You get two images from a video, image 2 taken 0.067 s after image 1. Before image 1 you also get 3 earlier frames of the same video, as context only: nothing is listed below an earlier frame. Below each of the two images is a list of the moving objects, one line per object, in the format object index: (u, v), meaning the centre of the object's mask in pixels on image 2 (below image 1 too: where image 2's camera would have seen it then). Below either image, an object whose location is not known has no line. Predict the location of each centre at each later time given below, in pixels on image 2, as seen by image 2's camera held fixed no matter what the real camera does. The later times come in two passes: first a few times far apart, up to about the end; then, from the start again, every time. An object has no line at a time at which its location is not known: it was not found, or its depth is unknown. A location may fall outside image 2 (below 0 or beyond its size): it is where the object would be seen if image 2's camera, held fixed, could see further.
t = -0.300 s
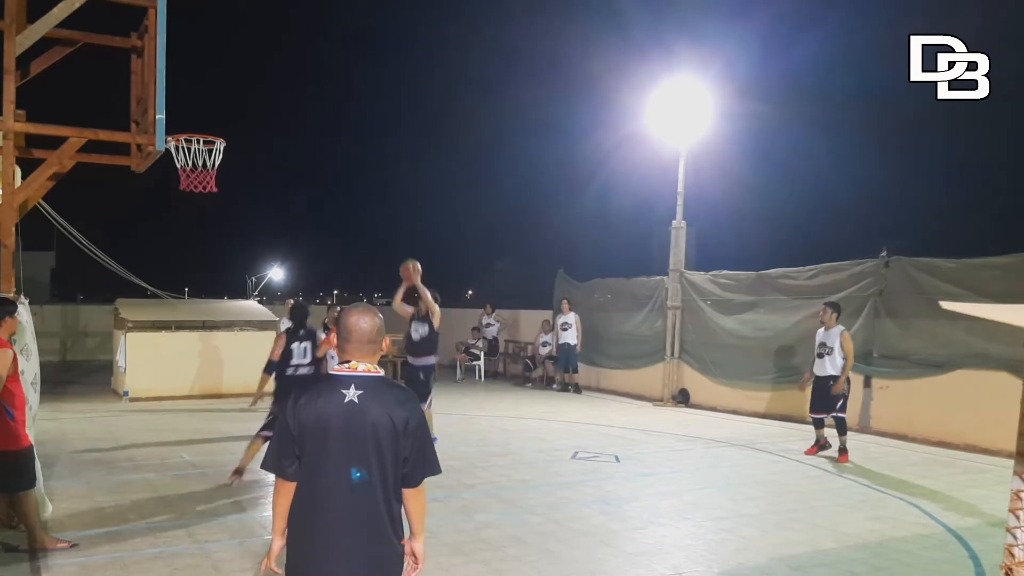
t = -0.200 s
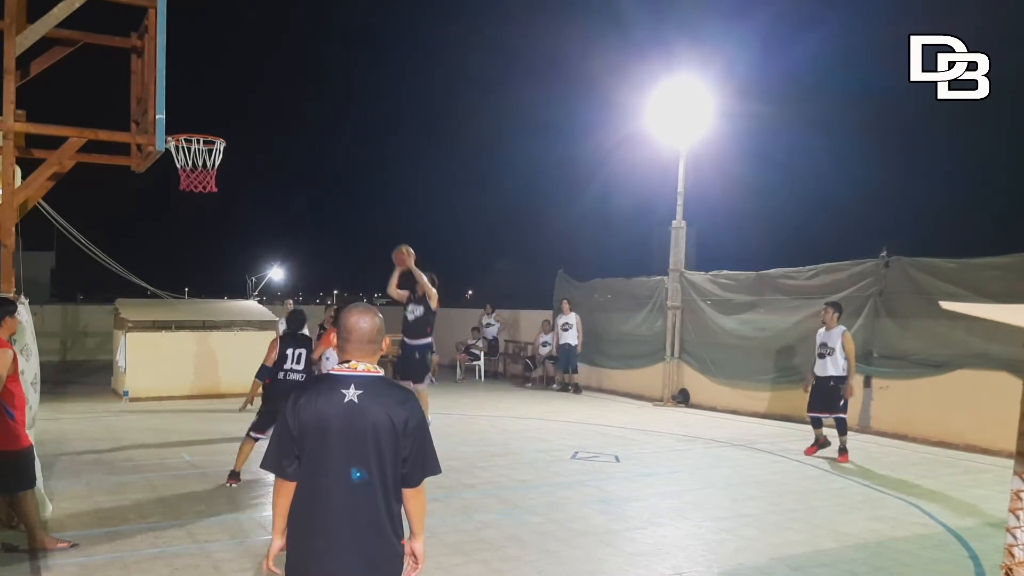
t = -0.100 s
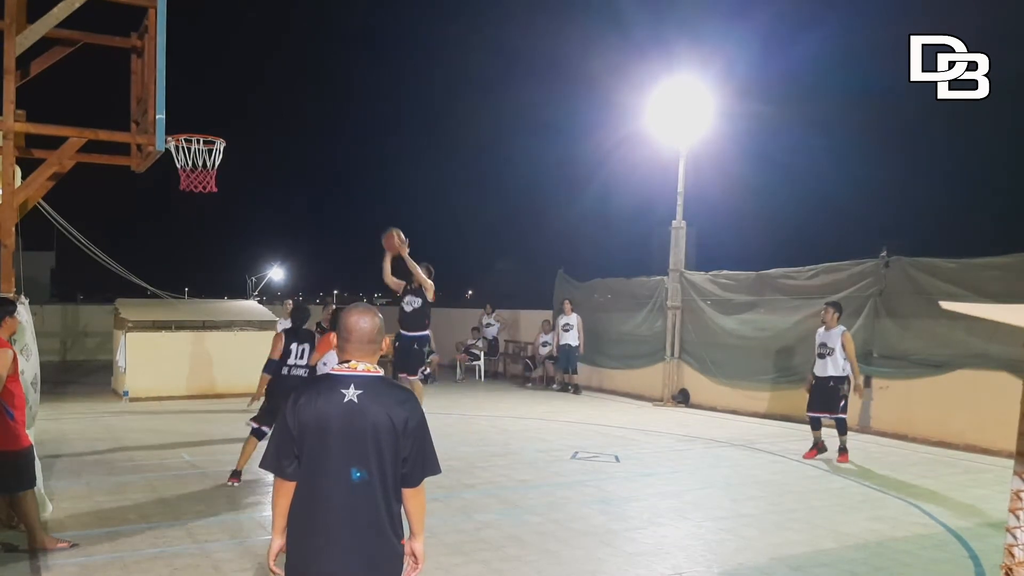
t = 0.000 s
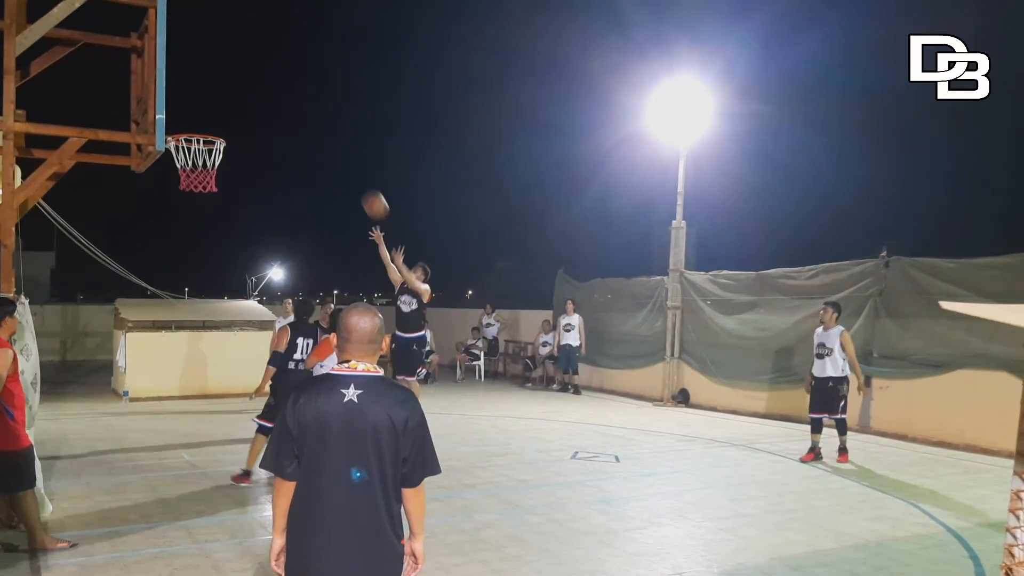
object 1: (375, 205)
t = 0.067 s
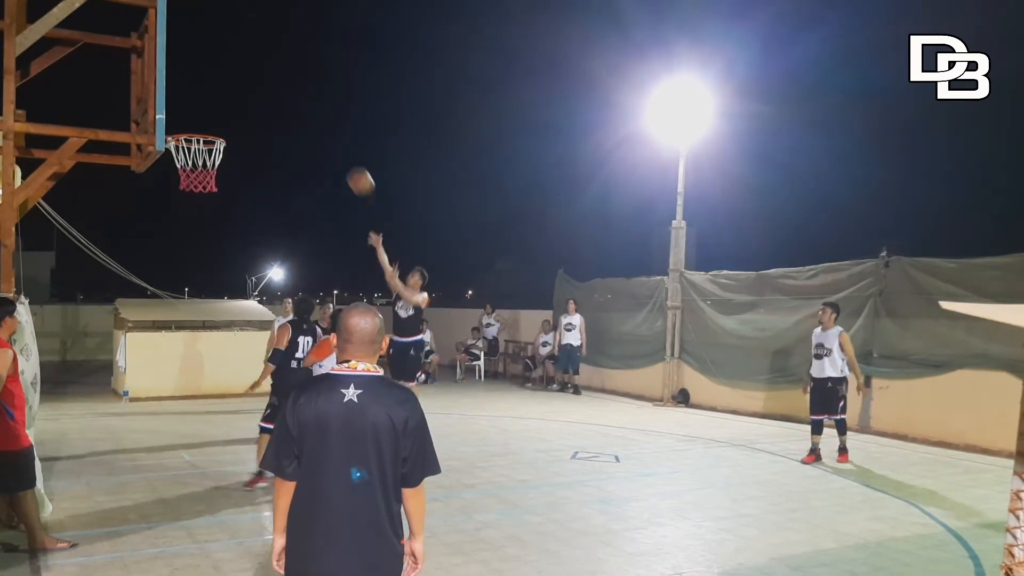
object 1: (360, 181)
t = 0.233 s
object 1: (322, 137)
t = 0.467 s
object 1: (261, 116)
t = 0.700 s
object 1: (206, 124)
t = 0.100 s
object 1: (353, 171)
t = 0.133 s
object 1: (345, 161)
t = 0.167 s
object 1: (338, 152)
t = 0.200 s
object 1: (330, 144)
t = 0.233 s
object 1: (322, 137)
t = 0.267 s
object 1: (314, 131)
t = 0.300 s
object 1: (305, 126)
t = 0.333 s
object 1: (297, 122)
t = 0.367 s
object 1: (288, 119)
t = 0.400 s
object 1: (279, 117)
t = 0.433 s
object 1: (270, 116)
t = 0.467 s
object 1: (261, 116)
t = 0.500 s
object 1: (251, 118)
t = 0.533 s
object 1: (241, 121)
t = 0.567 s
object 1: (231, 125)
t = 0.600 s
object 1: (223, 128)
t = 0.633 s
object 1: (217, 126)
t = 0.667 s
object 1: (211, 125)
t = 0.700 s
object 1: (206, 124)
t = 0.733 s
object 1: (200, 125)
